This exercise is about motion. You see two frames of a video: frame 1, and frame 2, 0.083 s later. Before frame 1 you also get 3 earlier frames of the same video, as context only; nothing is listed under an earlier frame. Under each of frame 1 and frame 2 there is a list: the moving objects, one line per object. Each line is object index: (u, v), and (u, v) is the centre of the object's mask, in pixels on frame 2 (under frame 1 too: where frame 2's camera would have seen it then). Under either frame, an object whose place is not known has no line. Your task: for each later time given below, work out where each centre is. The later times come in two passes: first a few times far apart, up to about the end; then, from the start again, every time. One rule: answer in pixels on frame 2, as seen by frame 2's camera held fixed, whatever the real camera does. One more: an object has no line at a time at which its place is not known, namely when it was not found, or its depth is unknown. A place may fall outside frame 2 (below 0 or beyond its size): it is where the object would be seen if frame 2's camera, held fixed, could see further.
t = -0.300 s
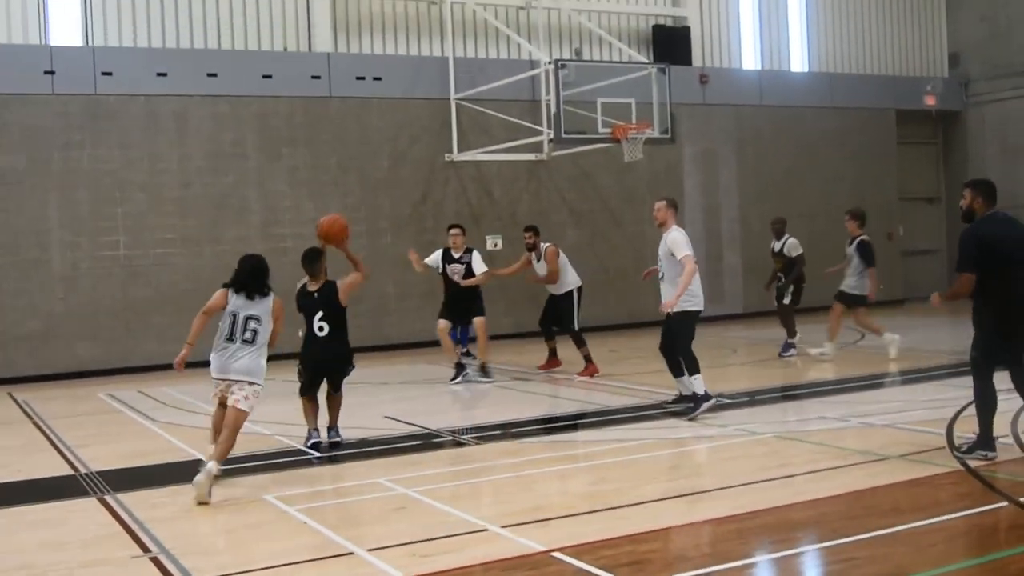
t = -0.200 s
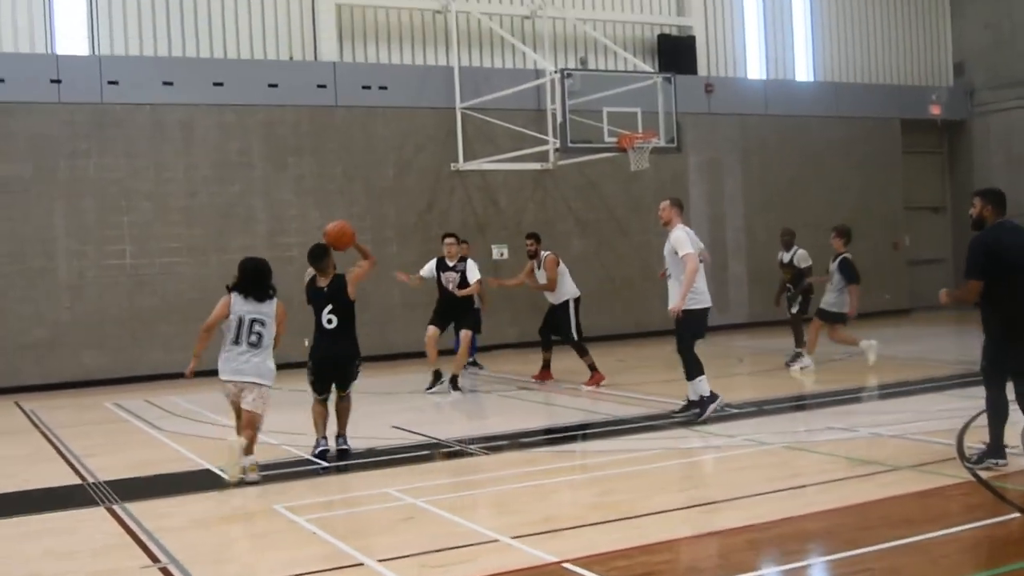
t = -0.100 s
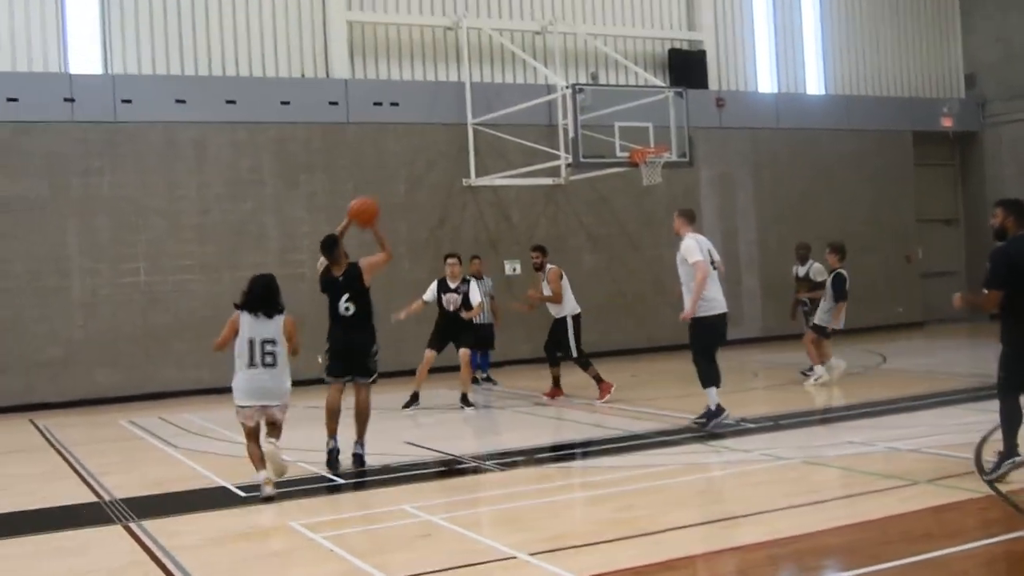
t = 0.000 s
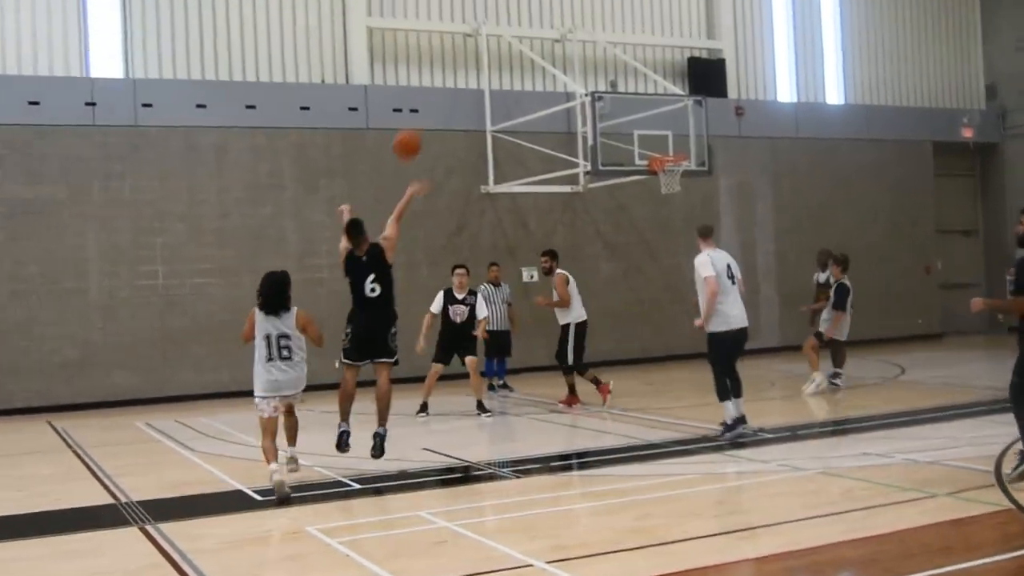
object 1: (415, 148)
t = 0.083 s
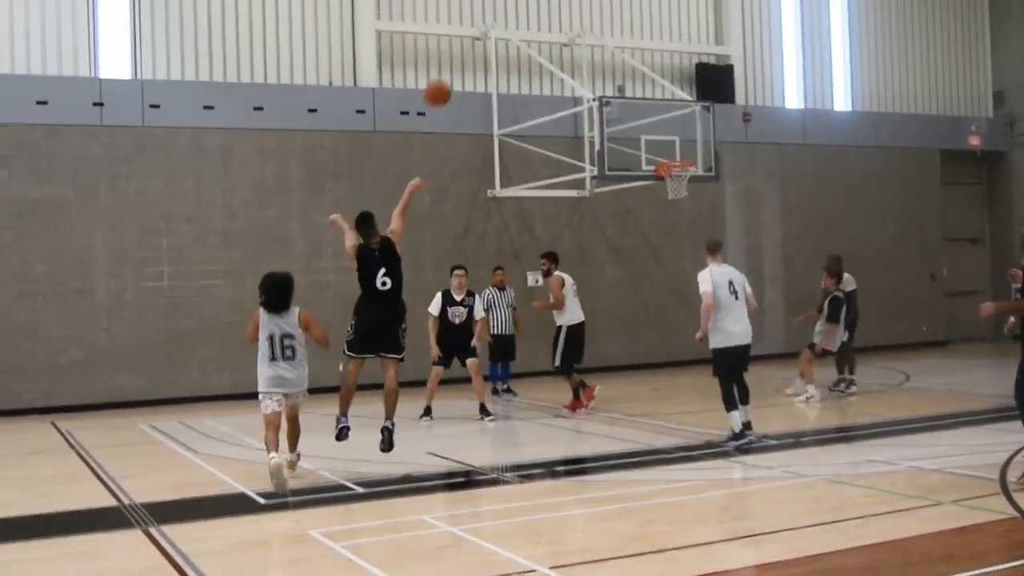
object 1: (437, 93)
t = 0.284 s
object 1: (488, 8)
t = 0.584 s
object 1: (551, -26)
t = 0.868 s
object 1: (597, 14)
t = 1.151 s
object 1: (636, 104)
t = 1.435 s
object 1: (681, 162)
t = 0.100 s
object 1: (442, 84)
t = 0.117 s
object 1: (447, 75)
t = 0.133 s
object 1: (451, 66)
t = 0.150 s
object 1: (454, 57)
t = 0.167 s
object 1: (459, 50)
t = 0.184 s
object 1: (463, 43)
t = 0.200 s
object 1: (467, 36)
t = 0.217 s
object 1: (472, 30)
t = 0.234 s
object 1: (476, 24)
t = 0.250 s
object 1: (480, 18)
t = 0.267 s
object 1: (483, 13)
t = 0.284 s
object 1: (488, 8)
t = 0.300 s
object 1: (492, 4)
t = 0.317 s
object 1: (496, 0)
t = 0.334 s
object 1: (499, -4)
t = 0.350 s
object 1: (504, -7)
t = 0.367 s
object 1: (507, -11)
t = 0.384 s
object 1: (511, -13)
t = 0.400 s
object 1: (515, -16)
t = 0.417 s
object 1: (518, -18)
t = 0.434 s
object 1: (521, -20)
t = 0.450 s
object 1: (525, -21)
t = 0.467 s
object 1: (528, -23)
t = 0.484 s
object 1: (532, -25)
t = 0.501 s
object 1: (535, -25)
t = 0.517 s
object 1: (539, -24)
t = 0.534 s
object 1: (542, -25)
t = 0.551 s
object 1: (546, -25)
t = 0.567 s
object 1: (549, -25)
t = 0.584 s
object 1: (551, -26)
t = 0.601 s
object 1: (554, -25)
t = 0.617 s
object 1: (557, -25)
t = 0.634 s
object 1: (560, -24)
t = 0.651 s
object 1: (563, -23)
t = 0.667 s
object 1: (566, -20)
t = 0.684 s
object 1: (569, -19)
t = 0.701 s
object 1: (571, -17)
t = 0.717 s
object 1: (574, -14)
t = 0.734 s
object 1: (577, -12)
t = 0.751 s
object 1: (579, -9)
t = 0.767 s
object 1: (582, -7)
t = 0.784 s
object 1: (585, -4)
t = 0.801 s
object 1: (587, 0)
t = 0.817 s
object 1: (590, 3)
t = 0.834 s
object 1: (592, 6)
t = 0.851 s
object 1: (594, 10)
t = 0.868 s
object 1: (597, 14)
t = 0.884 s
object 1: (599, 18)
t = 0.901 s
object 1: (602, 22)
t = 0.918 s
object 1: (604, 27)
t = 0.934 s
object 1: (606, 31)
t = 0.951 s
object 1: (609, 36)
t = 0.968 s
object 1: (611, 40)
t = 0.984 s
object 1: (613, 45)
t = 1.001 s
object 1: (615, 51)
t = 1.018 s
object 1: (617, 57)
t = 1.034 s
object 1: (619, 62)
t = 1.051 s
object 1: (622, 68)
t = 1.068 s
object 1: (625, 73)
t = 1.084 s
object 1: (626, 79)
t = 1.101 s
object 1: (628, 85)
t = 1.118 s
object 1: (631, 91)
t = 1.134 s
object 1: (634, 98)
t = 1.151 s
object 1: (636, 104)
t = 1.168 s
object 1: (638, 112)
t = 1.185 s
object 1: (640, 117)
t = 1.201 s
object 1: (644, 121)
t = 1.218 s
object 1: (649, 124)
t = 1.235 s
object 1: (653, 128)
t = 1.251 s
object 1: (656, 132)
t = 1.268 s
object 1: (661, 136)
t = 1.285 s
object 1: (664, 140)
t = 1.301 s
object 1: (669, 146)
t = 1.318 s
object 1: (673, 151)
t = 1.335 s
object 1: (677, 155)
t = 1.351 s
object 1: (680, 159)
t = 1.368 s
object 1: (680, 160)
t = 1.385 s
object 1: (681, 160)
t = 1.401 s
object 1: (681, 161)
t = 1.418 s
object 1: (681, 161)
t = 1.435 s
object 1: (681, 162)
